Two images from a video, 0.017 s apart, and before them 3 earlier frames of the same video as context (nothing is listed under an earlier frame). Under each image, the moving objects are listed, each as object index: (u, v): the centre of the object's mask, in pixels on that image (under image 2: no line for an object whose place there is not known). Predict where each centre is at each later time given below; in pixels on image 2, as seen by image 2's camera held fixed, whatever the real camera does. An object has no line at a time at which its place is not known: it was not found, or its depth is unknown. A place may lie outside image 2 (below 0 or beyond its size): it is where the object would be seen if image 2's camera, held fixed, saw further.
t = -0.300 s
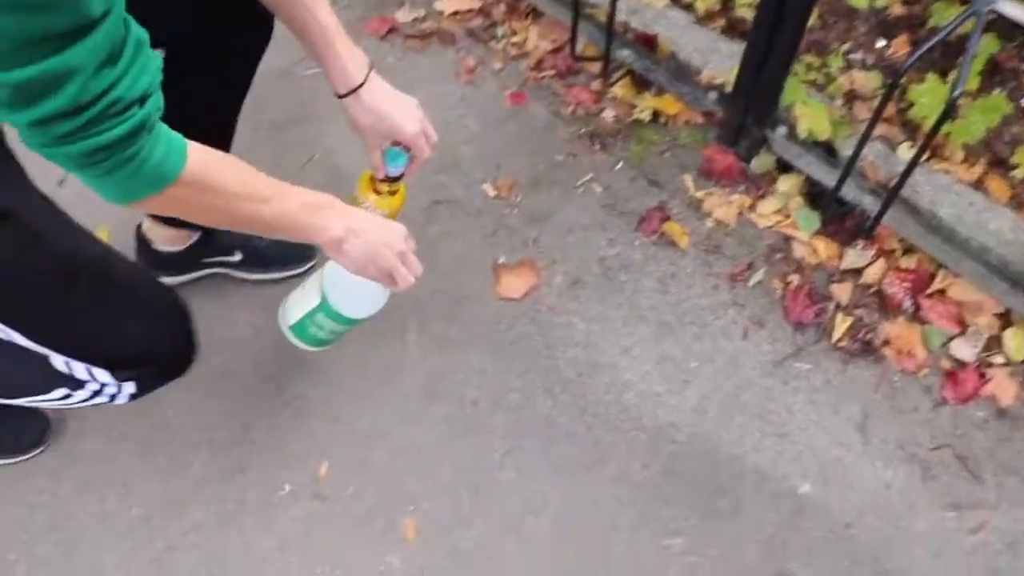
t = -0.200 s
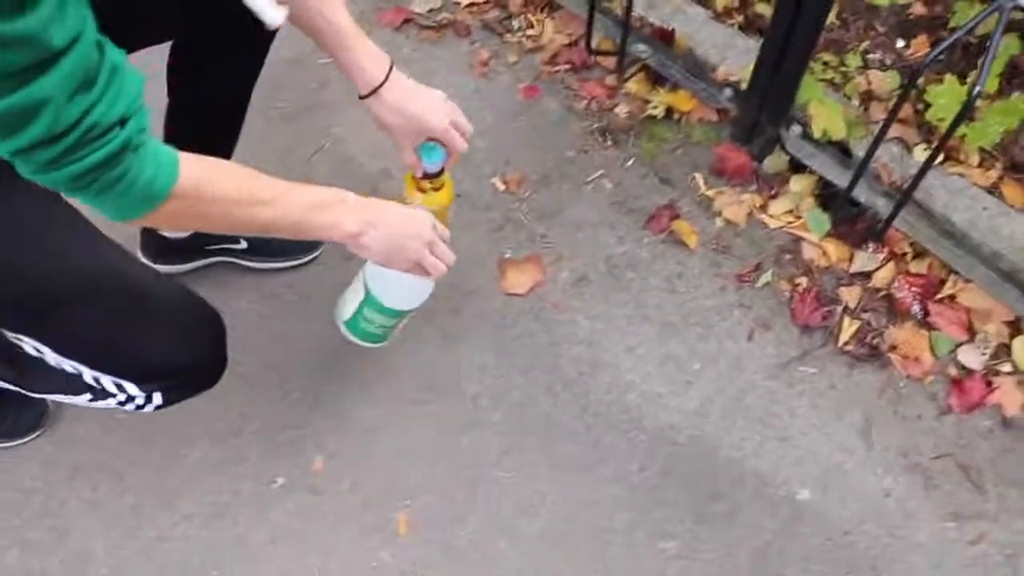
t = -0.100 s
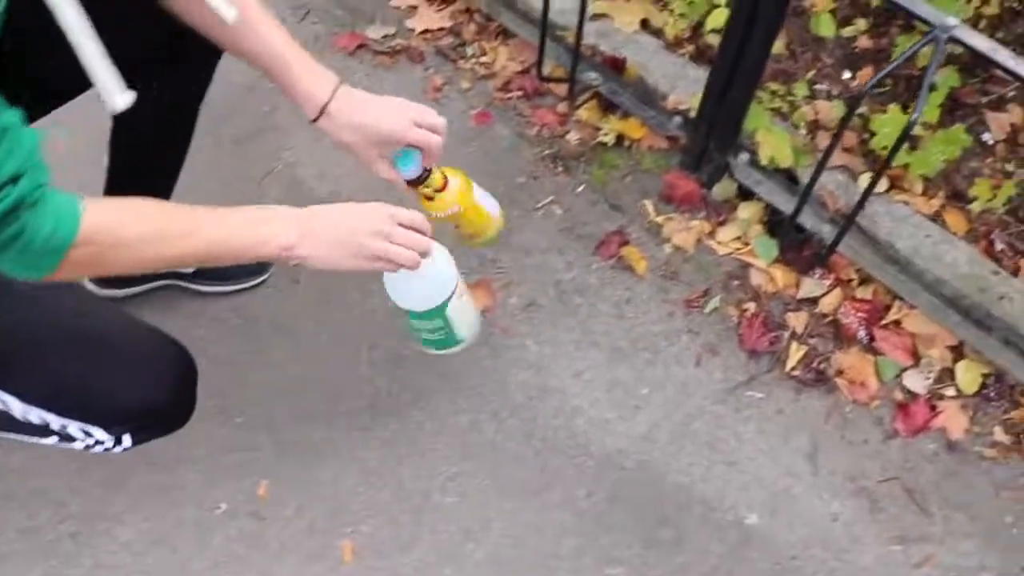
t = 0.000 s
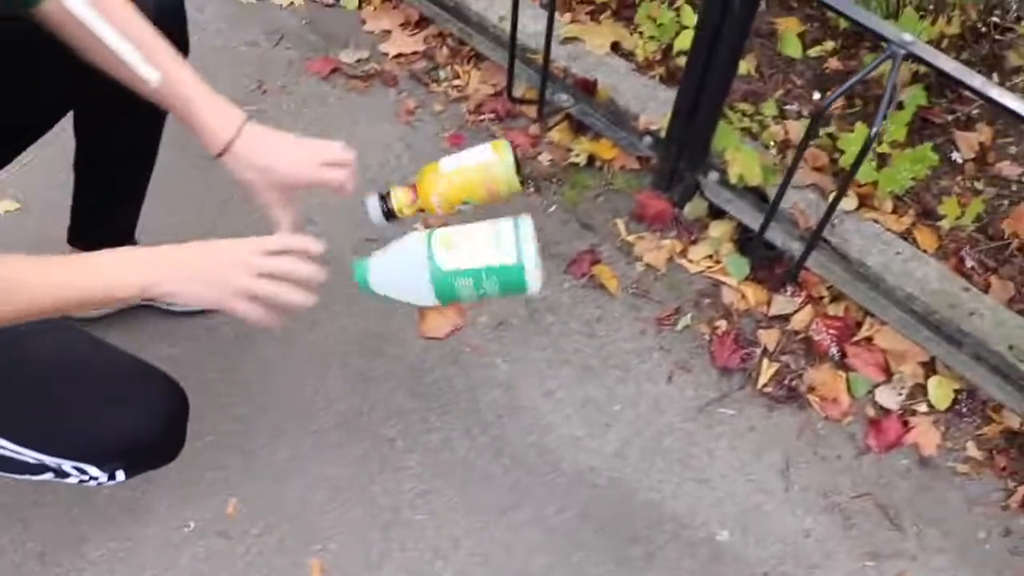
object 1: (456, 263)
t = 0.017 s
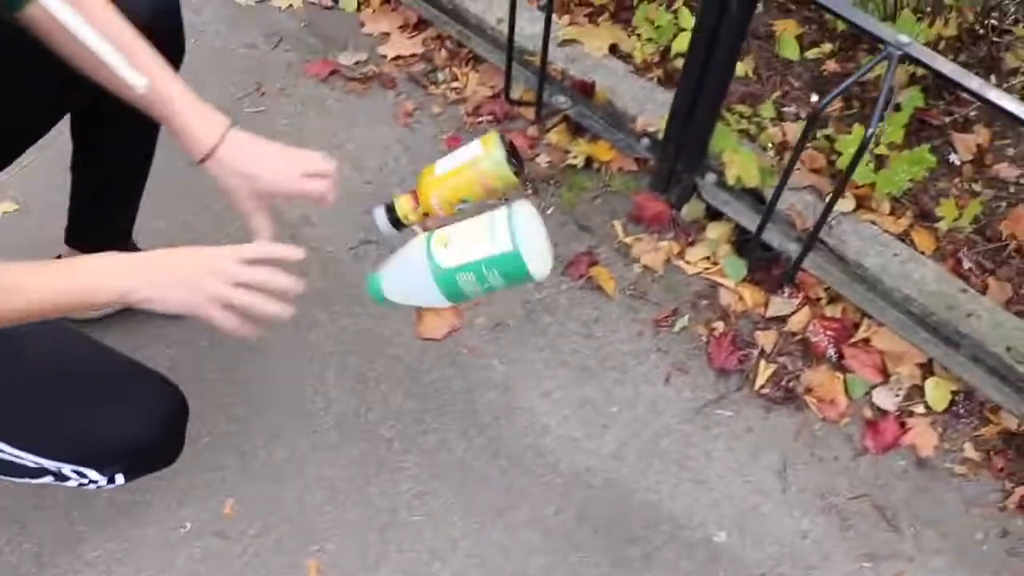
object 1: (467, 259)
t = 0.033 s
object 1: (481, 254)
